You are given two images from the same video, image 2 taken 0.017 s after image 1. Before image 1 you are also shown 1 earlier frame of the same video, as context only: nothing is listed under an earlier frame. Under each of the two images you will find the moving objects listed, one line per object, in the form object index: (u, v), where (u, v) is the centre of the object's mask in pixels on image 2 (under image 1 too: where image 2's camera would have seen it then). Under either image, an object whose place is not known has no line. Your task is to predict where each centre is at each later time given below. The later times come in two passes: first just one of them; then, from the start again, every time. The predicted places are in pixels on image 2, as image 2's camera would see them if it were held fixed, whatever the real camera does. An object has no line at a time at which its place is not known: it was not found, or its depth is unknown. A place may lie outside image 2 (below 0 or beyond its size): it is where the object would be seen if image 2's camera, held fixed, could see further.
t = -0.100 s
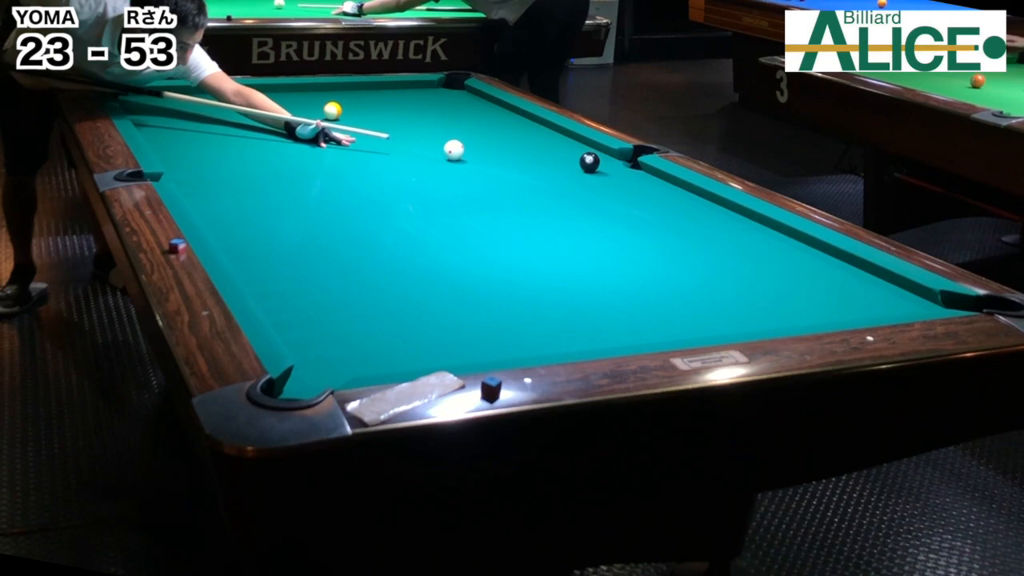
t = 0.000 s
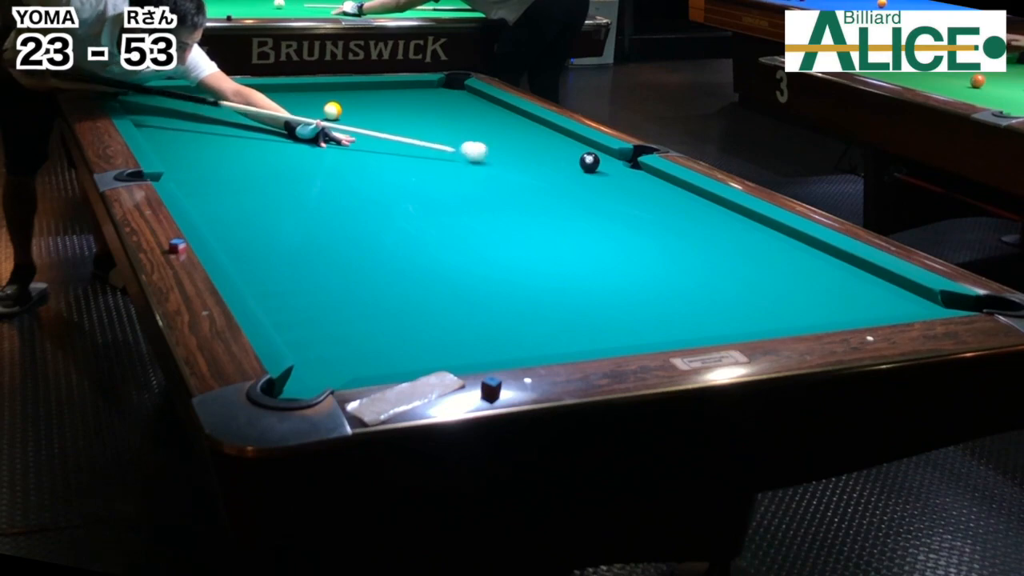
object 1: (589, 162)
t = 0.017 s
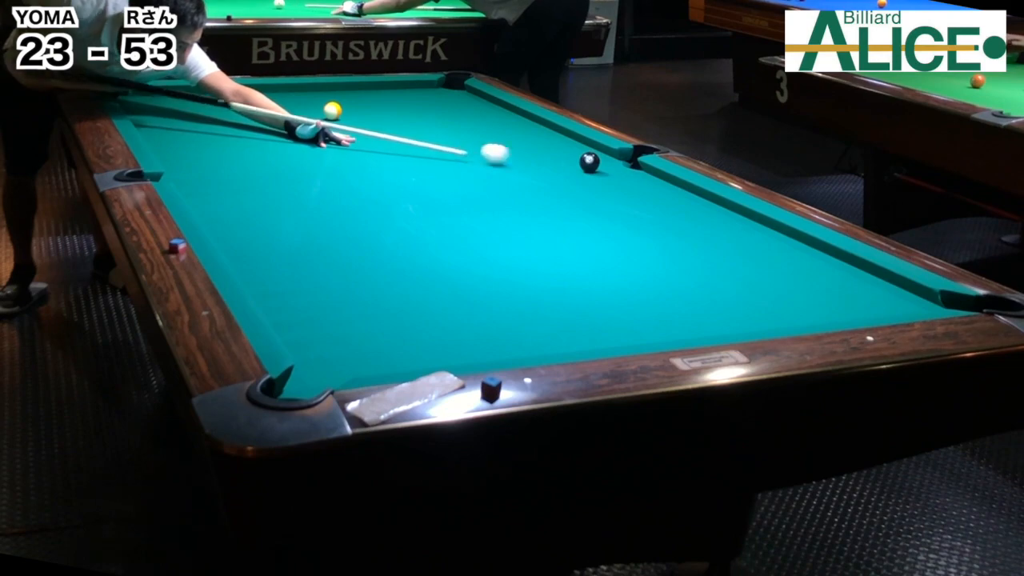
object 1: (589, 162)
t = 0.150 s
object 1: (638, 155)
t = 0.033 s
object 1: (589, 162)
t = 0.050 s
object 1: (589, 162)
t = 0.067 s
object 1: (589, 162)
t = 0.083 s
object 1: (595, 161)
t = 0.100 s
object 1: (607, 161)
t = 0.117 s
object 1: (620, 160)
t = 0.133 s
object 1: (632, 160)
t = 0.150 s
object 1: (638, 155)
